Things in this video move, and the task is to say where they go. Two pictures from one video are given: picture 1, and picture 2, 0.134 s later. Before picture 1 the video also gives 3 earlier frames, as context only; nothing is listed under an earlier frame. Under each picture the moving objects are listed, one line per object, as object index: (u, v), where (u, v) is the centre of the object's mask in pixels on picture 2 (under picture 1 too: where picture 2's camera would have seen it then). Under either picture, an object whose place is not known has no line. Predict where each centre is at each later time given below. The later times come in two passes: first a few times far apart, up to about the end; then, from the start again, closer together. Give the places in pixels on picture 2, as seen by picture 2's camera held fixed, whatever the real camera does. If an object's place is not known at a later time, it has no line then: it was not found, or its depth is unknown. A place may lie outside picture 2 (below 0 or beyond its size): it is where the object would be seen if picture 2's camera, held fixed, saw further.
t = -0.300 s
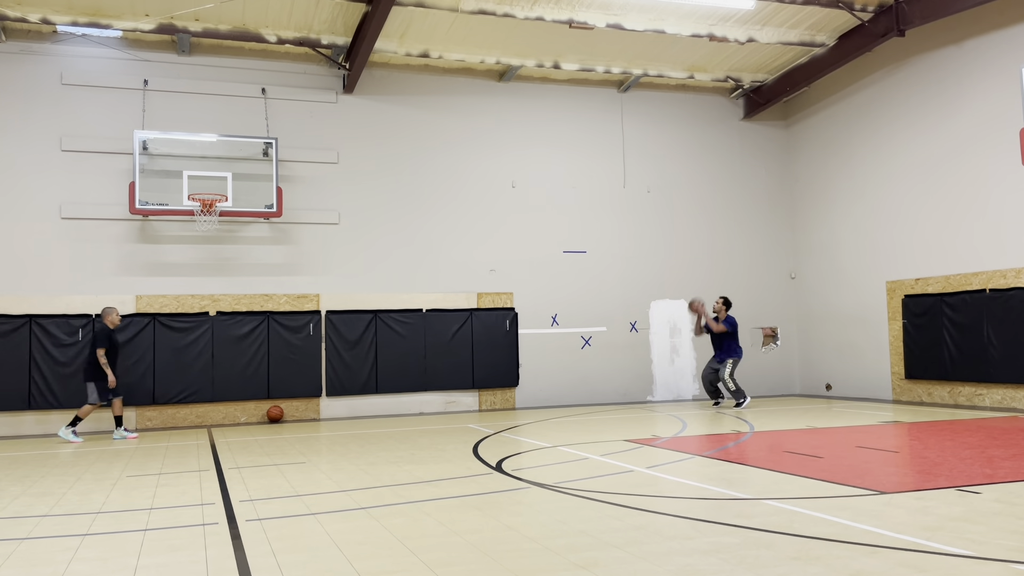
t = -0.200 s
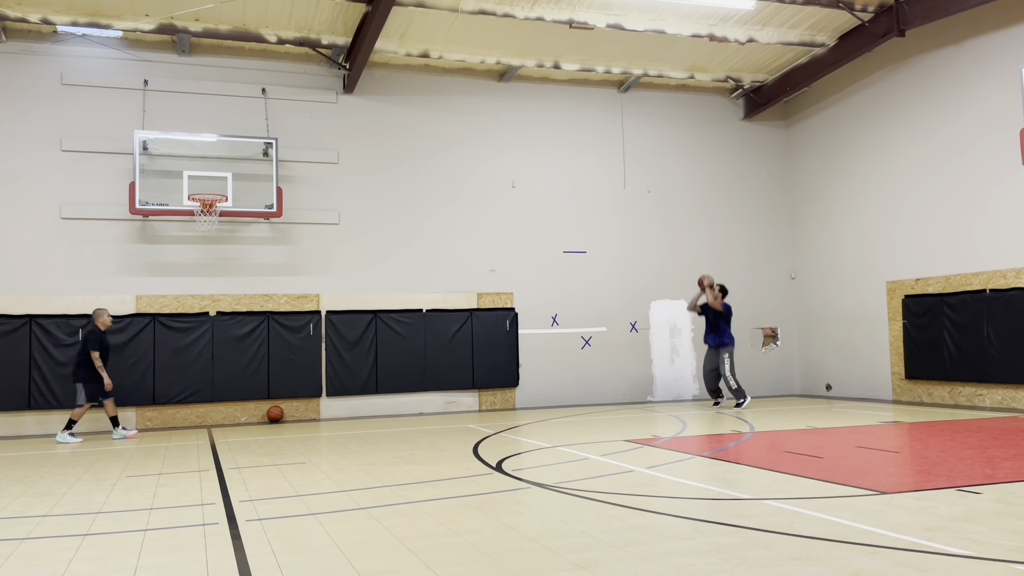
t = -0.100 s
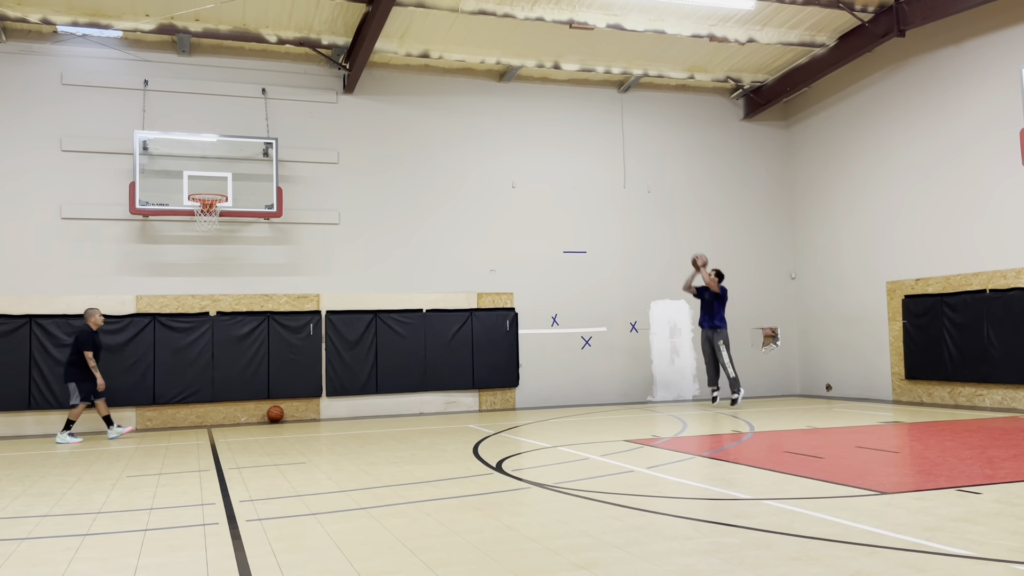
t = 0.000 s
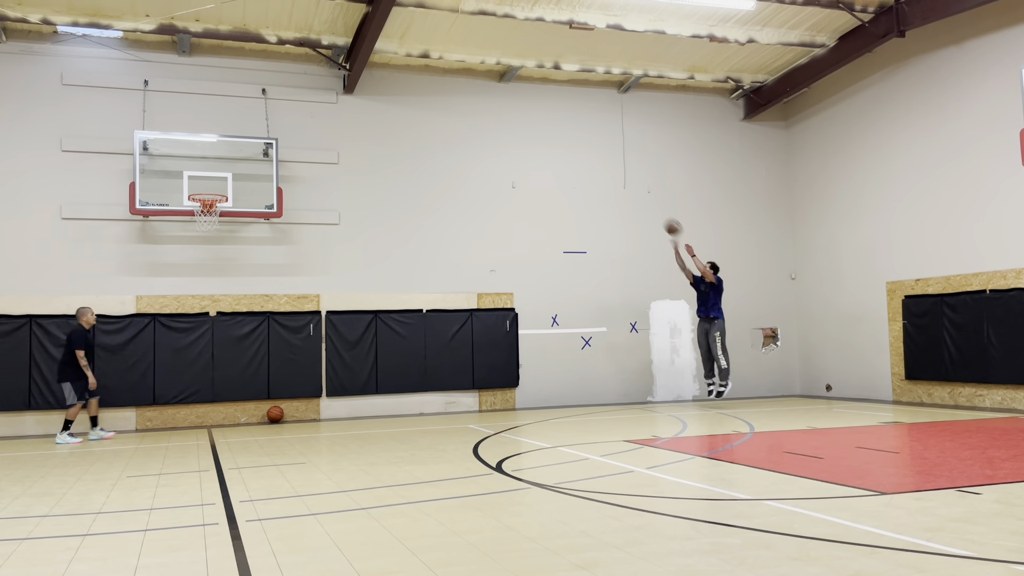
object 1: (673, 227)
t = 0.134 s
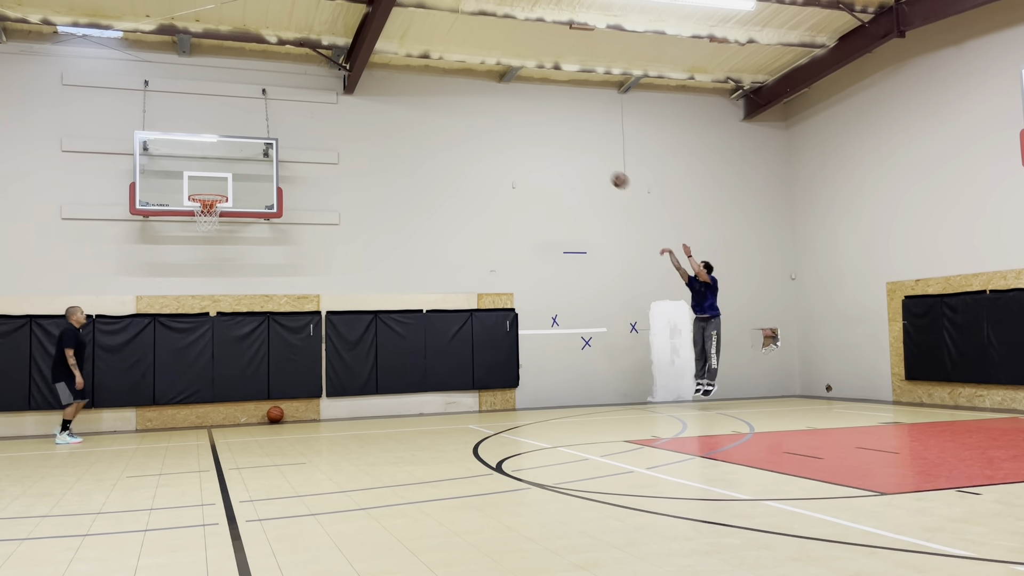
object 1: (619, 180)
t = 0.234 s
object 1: (580, 152)
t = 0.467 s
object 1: (487, 110)
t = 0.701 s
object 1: (393, 104)
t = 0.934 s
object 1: (295, 136)
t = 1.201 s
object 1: (190, 212)
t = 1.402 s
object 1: (165, 252)
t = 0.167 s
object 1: (606, 170)
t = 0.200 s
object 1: (593, 160)
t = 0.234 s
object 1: (580, 152)
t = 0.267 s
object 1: (566, 143)
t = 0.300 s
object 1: (553, 136)
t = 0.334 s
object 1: (540, 130)
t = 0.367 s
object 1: (527, 124)
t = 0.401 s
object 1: (513, 119)
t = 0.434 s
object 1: (500, 114)
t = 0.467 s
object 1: (487, 110)
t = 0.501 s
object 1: (473, 107)
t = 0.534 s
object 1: (460, 105)
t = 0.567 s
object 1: (447, 103)
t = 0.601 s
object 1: (433, 102)
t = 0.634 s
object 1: (420, 102)
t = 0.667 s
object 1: (406, 103)
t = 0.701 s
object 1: (393, 104)
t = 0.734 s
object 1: (379, 106)
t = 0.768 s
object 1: (365, 109)
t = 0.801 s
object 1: (351, 113)
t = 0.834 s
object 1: (337, 117)
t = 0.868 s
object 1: (323, 122)
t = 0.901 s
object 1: (309, 129)
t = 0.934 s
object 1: (295, 136)
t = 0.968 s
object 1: (282, 143)
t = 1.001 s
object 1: (266, 152)
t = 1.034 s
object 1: (252, 161)
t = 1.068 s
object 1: (239, 171)
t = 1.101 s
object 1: (223, 183)
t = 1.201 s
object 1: (190, 212)
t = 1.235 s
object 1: (184, 218)
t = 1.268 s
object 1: (181, 223)
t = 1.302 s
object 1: (176, 229)
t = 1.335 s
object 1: (173, 236)
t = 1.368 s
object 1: (169, 243)
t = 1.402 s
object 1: (165, 252)
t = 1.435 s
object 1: (161, 262)
